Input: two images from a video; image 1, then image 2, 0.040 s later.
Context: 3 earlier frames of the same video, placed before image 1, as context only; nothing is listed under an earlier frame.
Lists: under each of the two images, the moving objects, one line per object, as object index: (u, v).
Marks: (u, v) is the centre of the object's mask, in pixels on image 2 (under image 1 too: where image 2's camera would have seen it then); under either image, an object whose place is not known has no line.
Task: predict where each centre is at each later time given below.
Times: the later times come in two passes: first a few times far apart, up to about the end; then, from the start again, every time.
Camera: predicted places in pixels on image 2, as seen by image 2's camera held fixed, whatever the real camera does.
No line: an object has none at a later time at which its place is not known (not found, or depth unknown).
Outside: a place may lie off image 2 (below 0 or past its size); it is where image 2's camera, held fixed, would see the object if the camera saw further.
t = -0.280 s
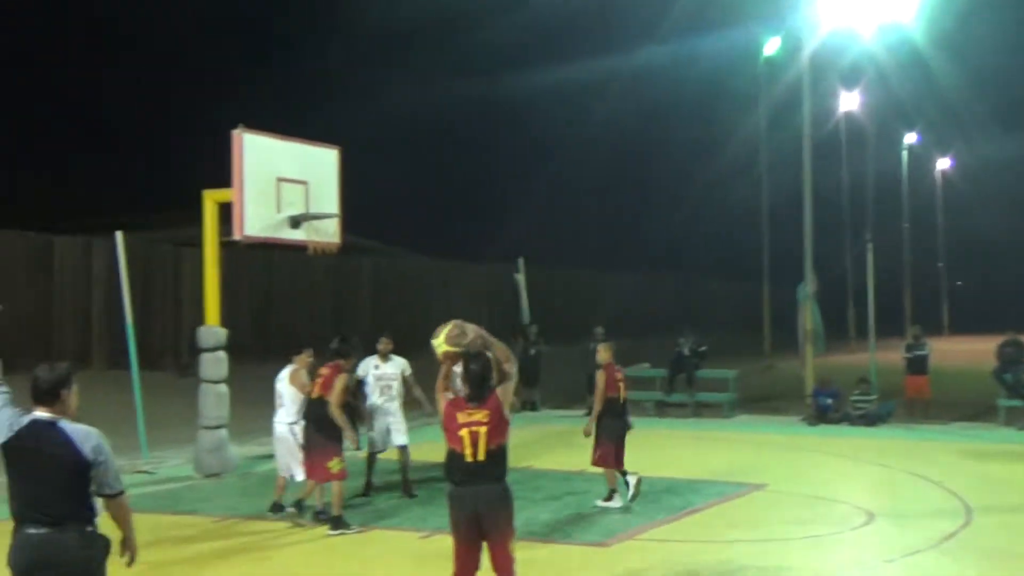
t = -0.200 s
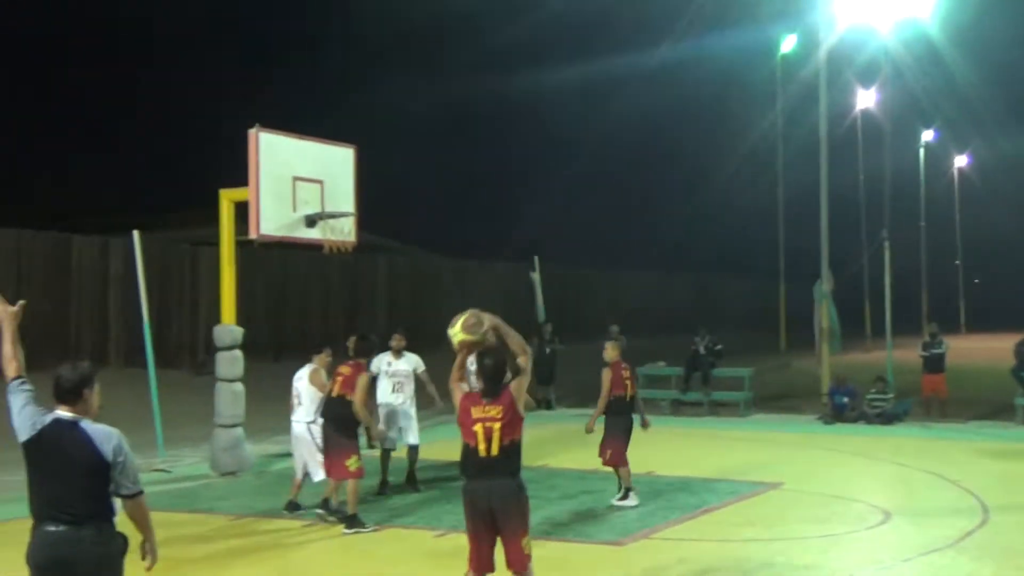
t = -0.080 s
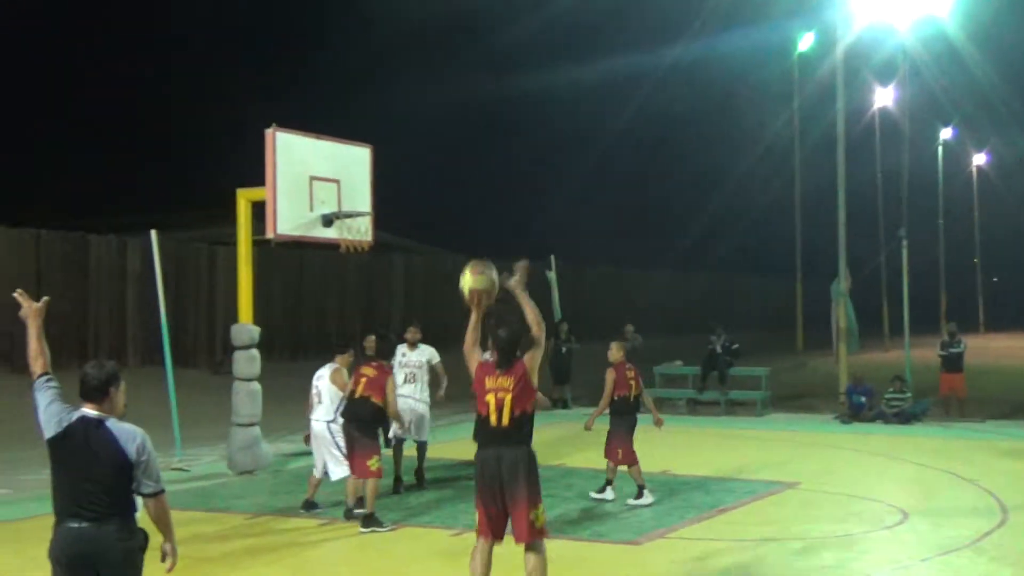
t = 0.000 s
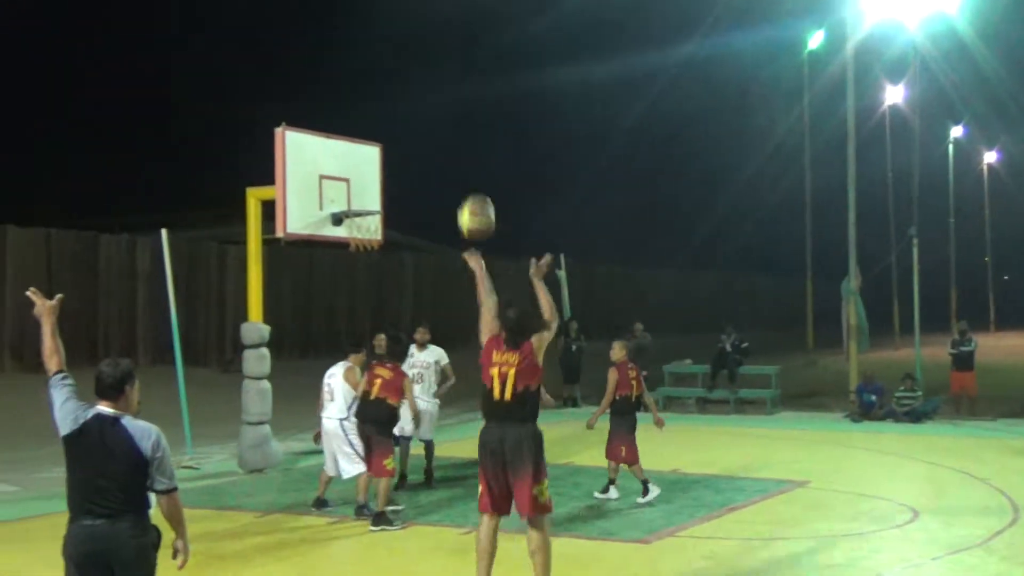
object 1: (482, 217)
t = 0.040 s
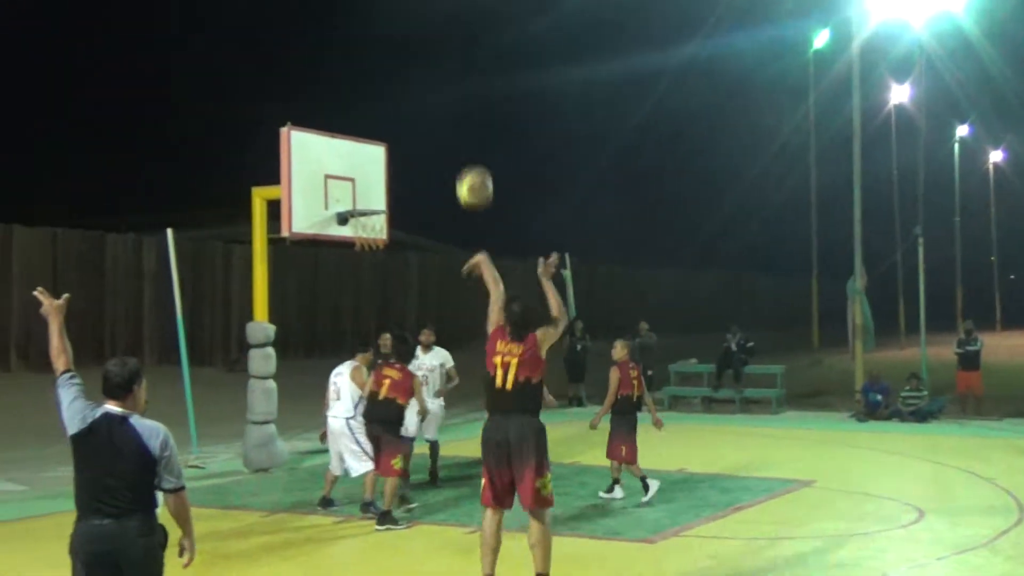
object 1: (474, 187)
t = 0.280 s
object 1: (441, 81)
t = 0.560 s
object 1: (417, 64)
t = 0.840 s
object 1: (402, 126)
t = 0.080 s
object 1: (467, 162)
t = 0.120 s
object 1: (461, 139)
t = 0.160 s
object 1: (455, 121)
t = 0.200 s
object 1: (450, 105)
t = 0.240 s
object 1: (446, 92)
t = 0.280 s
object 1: (441, 81)
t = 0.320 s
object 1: (437, 72)
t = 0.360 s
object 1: (432, 66)
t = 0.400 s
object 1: (429, 62)
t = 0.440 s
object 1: (426, 60)
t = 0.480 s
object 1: (423, 60)
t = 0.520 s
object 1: (420, 61)
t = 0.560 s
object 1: (417, 64)
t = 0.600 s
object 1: (415, 69)
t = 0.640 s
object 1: (412, 75)
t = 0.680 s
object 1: (410, 83)
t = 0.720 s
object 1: (408, 92)
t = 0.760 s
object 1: (406, 102)
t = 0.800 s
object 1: (404, 114)
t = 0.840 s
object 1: (402, 126)
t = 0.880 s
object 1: (400, 139)
